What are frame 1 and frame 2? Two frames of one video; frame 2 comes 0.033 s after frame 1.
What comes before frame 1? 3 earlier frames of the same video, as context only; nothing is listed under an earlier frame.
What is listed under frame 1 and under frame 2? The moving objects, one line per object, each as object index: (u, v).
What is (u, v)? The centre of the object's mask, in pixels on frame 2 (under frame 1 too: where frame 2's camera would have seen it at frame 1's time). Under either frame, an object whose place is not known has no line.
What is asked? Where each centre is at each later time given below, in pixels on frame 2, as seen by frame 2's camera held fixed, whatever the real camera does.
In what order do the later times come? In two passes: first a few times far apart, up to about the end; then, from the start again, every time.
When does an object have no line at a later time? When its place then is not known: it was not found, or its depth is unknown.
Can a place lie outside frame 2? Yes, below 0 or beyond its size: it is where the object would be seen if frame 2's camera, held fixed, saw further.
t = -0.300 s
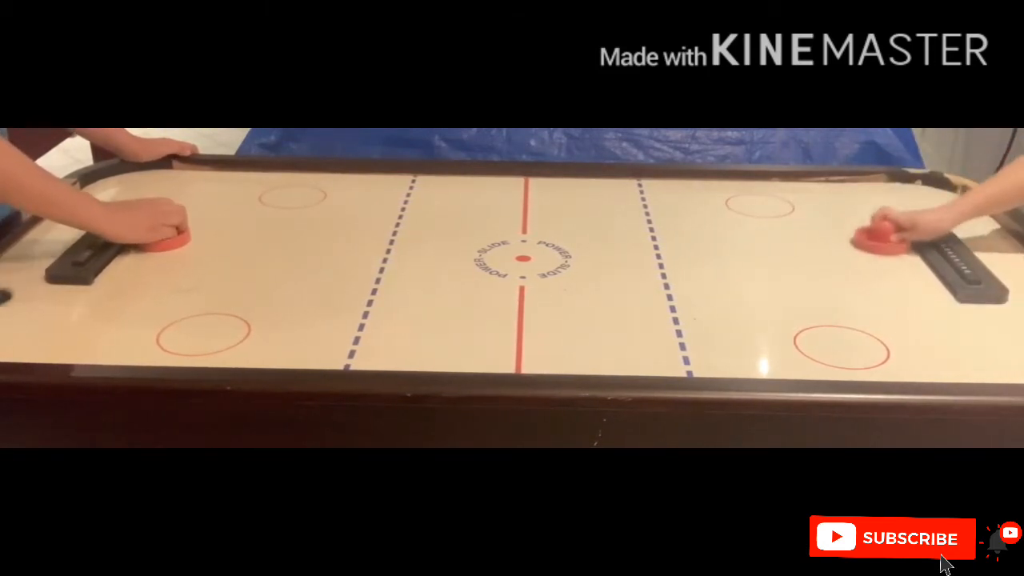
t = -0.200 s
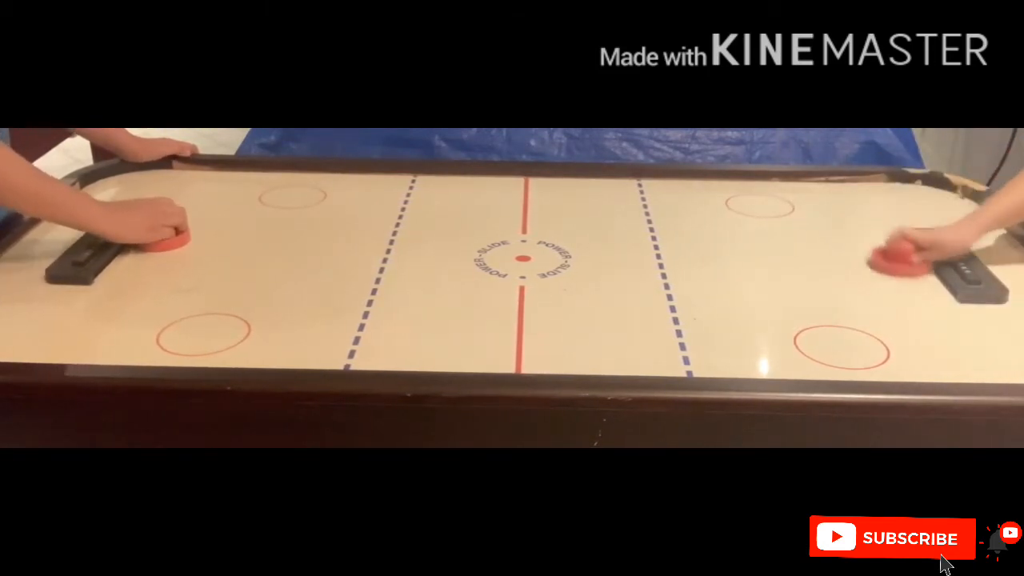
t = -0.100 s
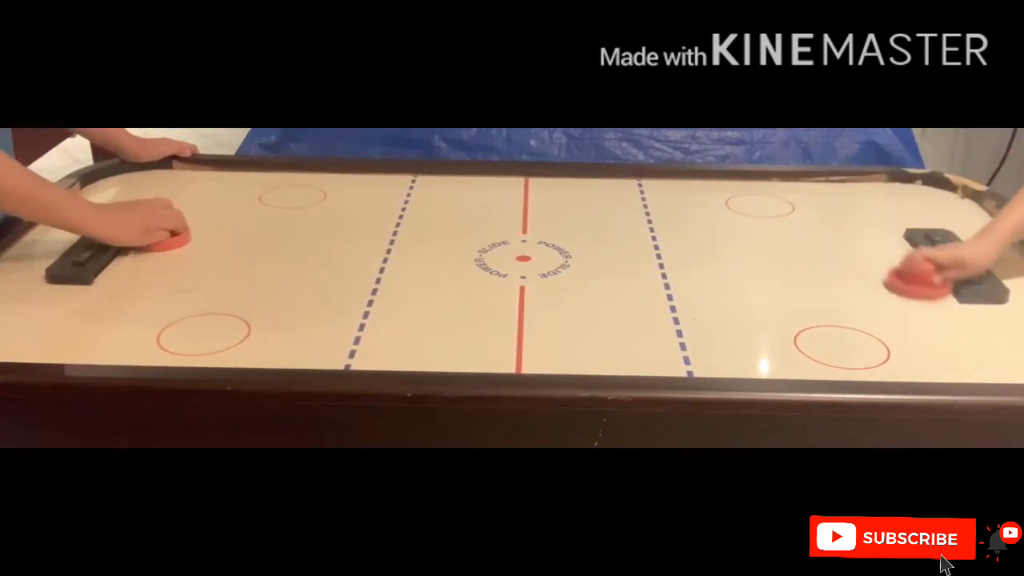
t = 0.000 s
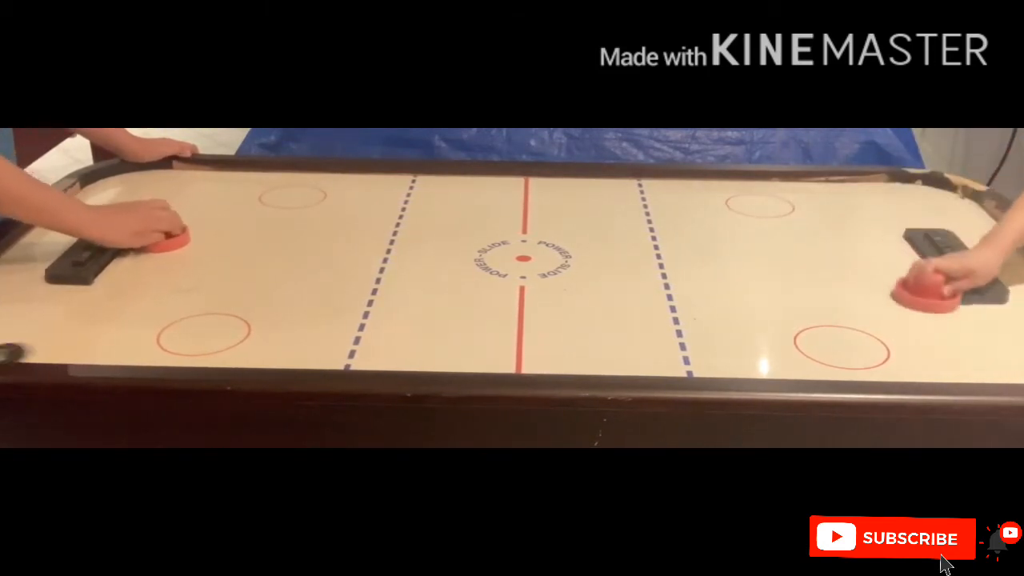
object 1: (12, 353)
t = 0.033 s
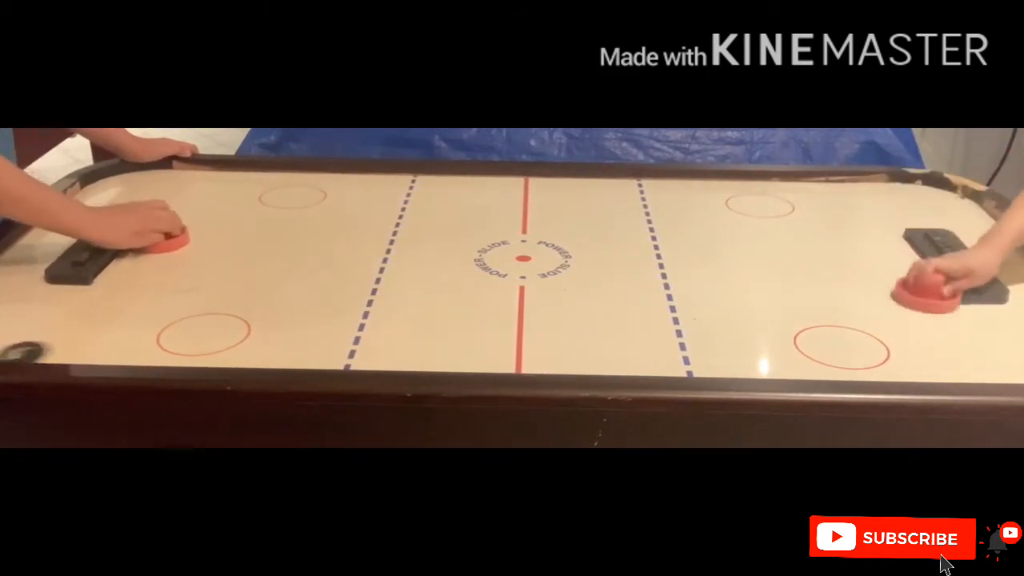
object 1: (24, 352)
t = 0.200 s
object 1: (118, 345)
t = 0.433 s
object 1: (247, 332)
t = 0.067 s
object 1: (41, 351)
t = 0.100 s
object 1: (60, 350)
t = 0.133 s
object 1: (79, 349)
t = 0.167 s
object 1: (98, 347)
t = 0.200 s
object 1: (118, 345)
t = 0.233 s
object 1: (137, 344)
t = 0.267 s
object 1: (155, 342)
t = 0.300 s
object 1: (175, 340)
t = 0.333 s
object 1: (192, 338)
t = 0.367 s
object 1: (209, 336)
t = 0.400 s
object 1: (229, 334)
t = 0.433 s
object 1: (247, 332)
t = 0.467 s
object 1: (264, 330)
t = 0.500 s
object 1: (282, 328)
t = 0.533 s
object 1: (299, 326)
